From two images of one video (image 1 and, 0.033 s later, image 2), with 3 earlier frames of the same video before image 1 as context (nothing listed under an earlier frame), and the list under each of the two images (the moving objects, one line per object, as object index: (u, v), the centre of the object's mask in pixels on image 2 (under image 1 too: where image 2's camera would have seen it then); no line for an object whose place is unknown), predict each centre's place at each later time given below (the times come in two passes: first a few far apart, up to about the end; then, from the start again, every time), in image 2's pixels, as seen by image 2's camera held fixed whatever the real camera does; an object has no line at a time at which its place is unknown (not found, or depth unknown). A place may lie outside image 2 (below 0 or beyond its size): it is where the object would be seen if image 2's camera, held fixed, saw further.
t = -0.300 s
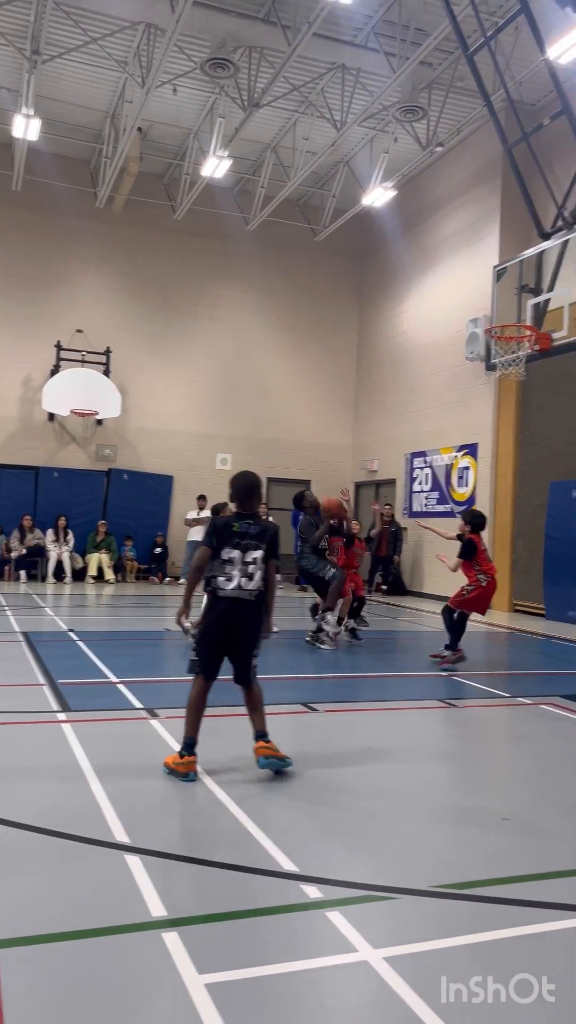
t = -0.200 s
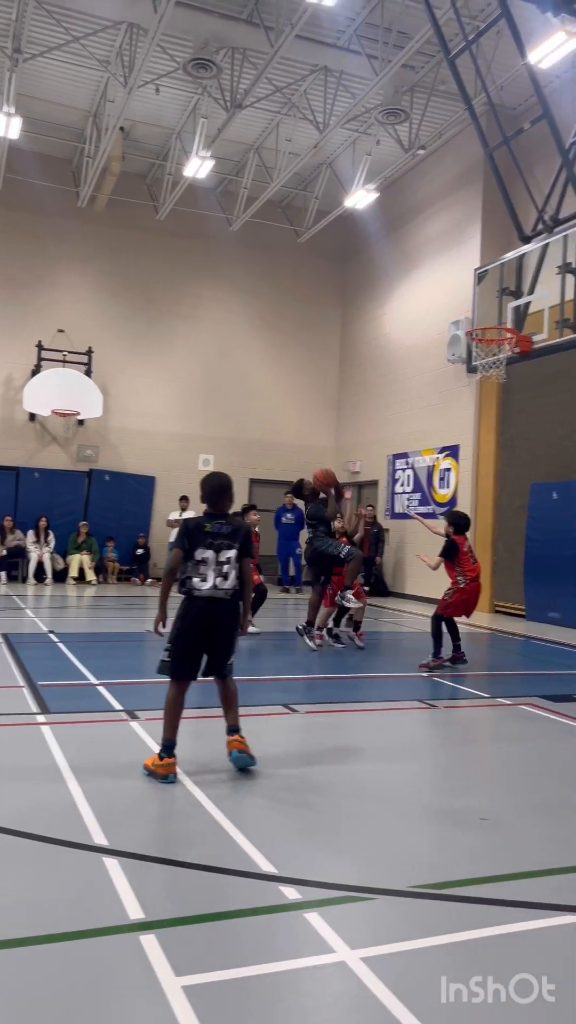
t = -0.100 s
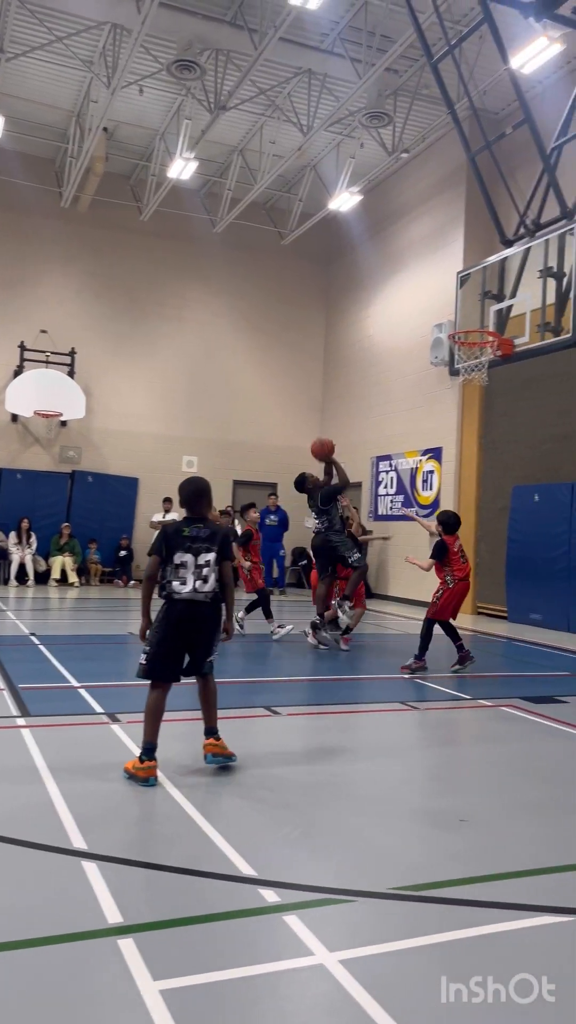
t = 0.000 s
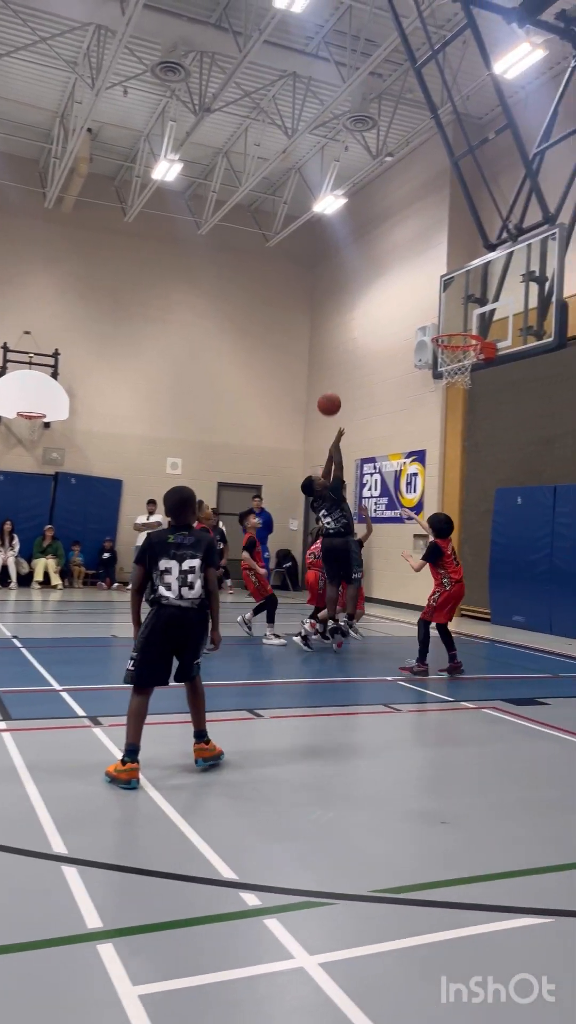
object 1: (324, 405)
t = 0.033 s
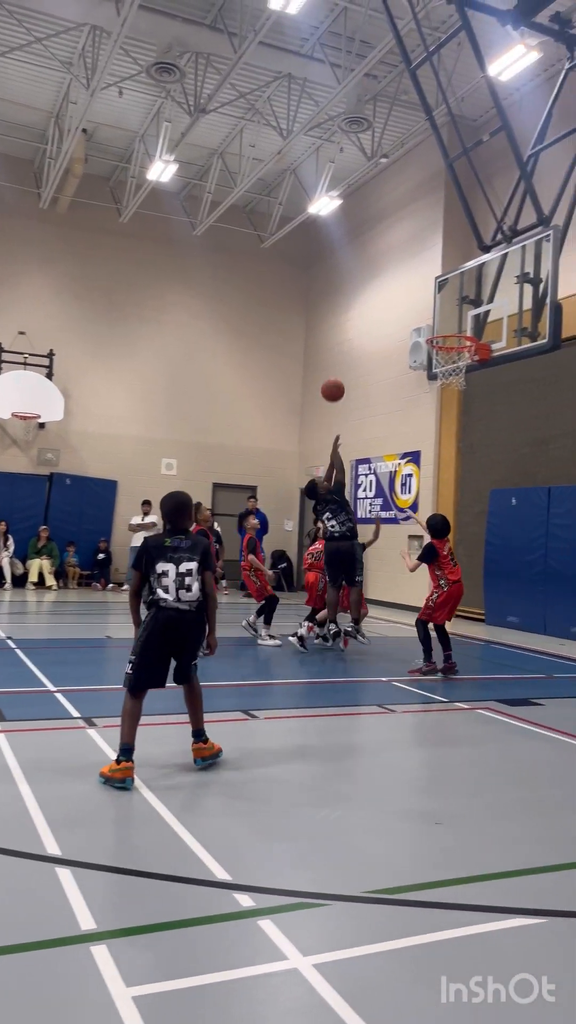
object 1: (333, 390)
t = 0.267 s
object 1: (391, 318)
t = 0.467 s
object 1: (436, 304)
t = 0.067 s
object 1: (341, 376)
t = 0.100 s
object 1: (350, 363)
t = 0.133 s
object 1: (358, 352)
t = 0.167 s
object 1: (367, 341)
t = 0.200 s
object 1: (375, 333)
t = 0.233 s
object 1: (383, 325)
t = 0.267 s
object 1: (391, 318)
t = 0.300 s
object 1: (399, 313)
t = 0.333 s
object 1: (406, 309)
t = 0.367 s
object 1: (414, 306)
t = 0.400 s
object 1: (422, 304)
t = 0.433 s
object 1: (429, 303)
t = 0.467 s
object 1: (436, 304)
